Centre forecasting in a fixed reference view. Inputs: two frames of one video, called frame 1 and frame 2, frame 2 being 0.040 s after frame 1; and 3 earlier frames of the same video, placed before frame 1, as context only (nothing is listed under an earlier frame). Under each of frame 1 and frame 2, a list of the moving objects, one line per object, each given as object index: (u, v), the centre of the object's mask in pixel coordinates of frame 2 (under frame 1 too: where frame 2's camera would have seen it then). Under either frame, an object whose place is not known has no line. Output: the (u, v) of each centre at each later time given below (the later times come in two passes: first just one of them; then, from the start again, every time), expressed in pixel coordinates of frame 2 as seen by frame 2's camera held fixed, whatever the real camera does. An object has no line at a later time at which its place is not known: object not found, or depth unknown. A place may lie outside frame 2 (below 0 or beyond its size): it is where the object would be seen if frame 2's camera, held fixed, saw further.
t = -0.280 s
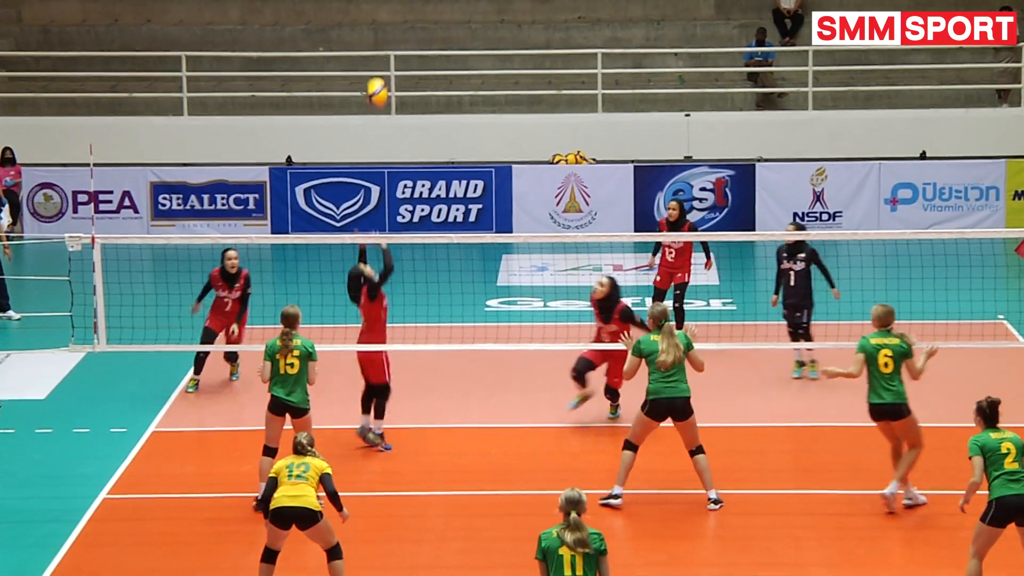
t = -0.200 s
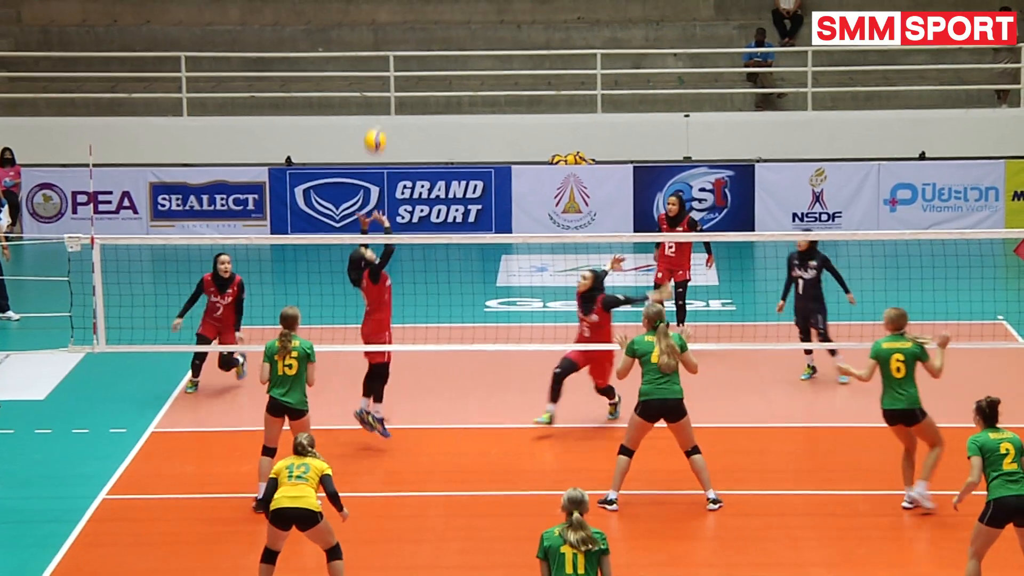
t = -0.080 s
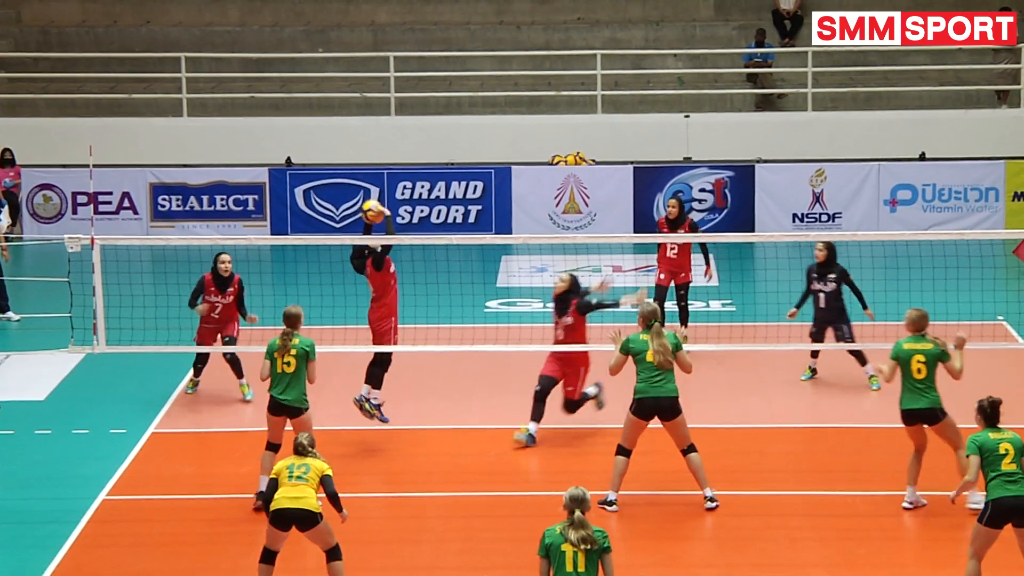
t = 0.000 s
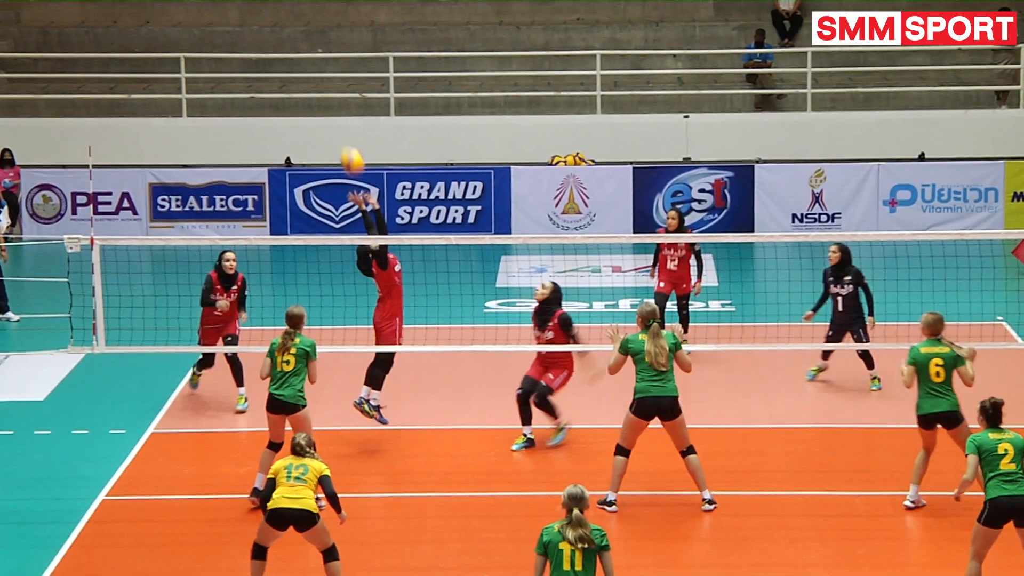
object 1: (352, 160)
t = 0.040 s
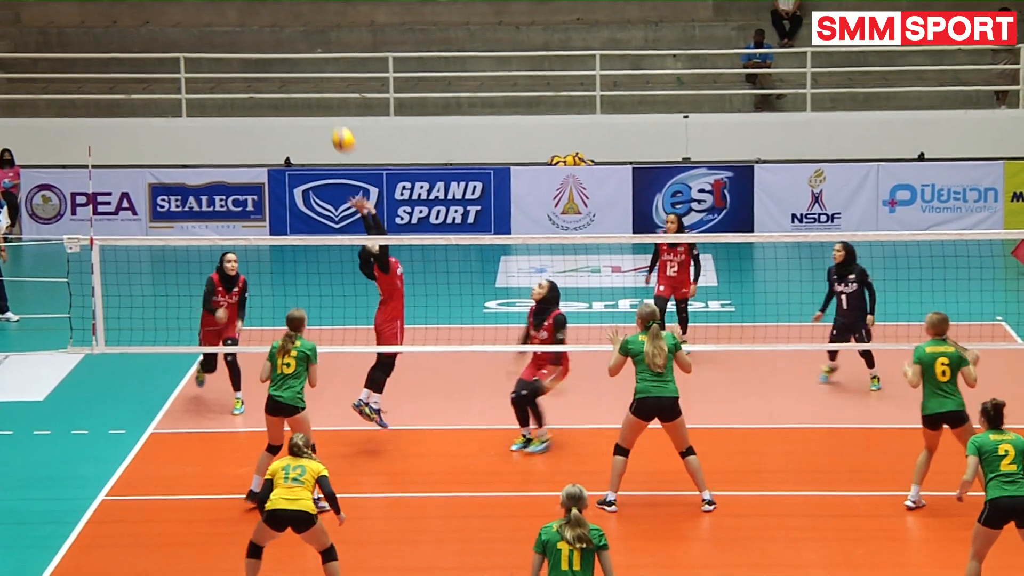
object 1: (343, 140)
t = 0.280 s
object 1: (294, 50)
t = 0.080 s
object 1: (335, 119)
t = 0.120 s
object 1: (327, 101)
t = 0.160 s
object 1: (318, 86)
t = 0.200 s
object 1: (310, 72)
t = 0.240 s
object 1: (302, 60)
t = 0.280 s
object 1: (294, 50)
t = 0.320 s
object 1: (287, 42)
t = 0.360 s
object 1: (279, 36)
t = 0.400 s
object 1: (272, 31)
